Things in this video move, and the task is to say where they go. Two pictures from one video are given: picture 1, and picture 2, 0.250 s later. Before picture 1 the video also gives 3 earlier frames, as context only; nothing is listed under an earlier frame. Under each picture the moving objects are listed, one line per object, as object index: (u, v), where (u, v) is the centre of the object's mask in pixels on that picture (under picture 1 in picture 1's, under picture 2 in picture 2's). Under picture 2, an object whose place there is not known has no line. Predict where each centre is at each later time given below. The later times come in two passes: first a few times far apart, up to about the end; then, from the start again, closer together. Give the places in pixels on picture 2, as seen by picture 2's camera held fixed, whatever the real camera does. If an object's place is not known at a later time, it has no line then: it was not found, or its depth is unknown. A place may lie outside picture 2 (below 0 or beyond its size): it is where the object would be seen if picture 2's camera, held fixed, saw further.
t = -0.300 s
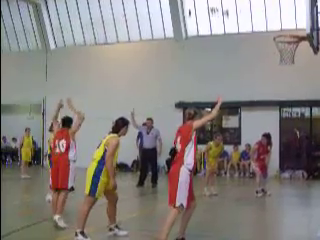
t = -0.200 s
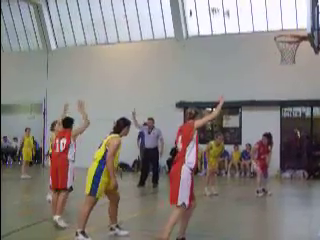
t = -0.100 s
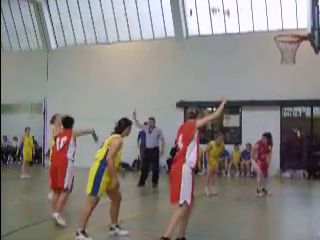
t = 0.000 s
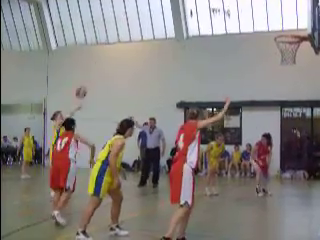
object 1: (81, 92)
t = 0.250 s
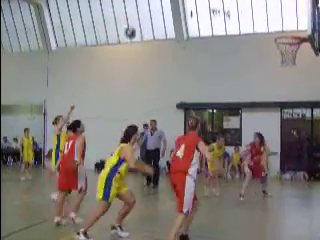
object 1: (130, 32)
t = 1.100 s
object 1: (284, 45)
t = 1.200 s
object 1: (294, 54)
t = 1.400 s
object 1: (302, 57)
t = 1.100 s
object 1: (284, 45)
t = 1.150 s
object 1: (290, 51)
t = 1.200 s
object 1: (294, 54)
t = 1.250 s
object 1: (296, 54)
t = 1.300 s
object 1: (299, 54)
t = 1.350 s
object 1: (301, 56)
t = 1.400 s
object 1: (302, 57)
